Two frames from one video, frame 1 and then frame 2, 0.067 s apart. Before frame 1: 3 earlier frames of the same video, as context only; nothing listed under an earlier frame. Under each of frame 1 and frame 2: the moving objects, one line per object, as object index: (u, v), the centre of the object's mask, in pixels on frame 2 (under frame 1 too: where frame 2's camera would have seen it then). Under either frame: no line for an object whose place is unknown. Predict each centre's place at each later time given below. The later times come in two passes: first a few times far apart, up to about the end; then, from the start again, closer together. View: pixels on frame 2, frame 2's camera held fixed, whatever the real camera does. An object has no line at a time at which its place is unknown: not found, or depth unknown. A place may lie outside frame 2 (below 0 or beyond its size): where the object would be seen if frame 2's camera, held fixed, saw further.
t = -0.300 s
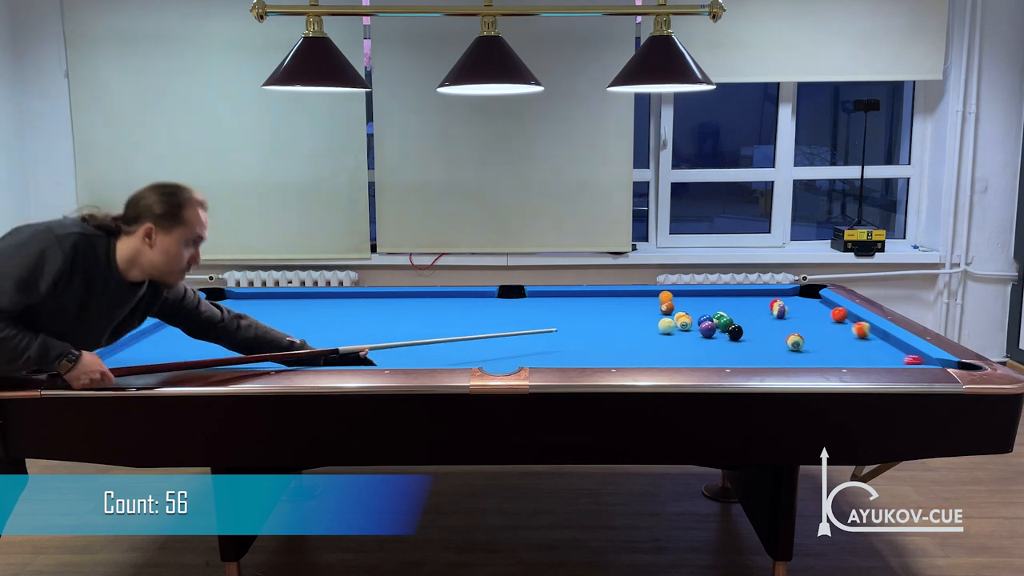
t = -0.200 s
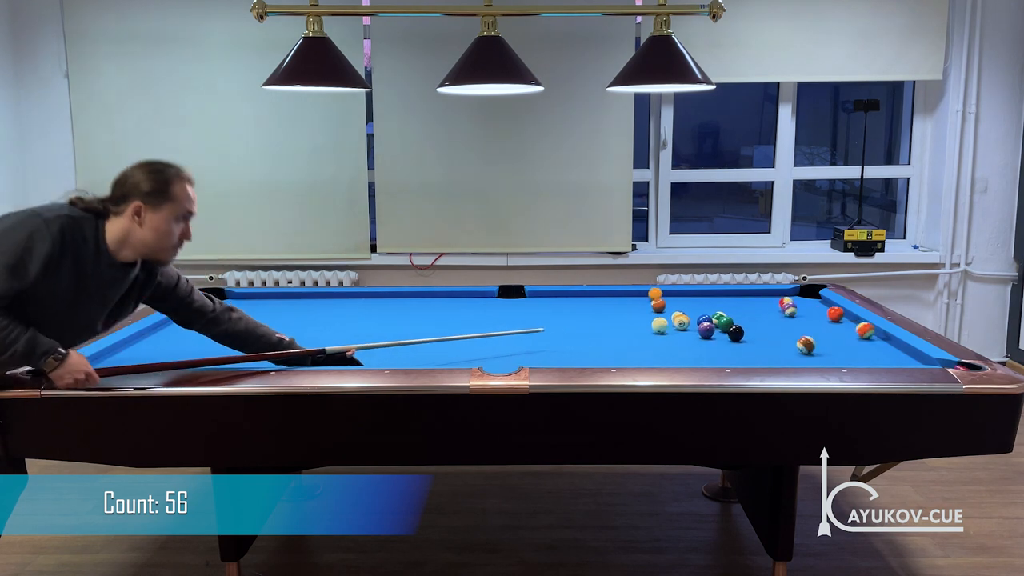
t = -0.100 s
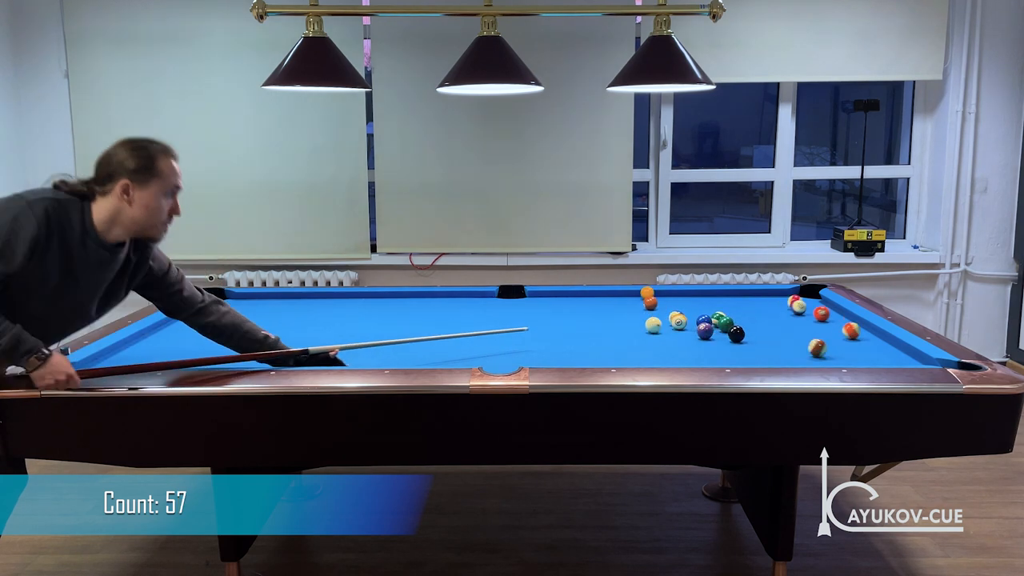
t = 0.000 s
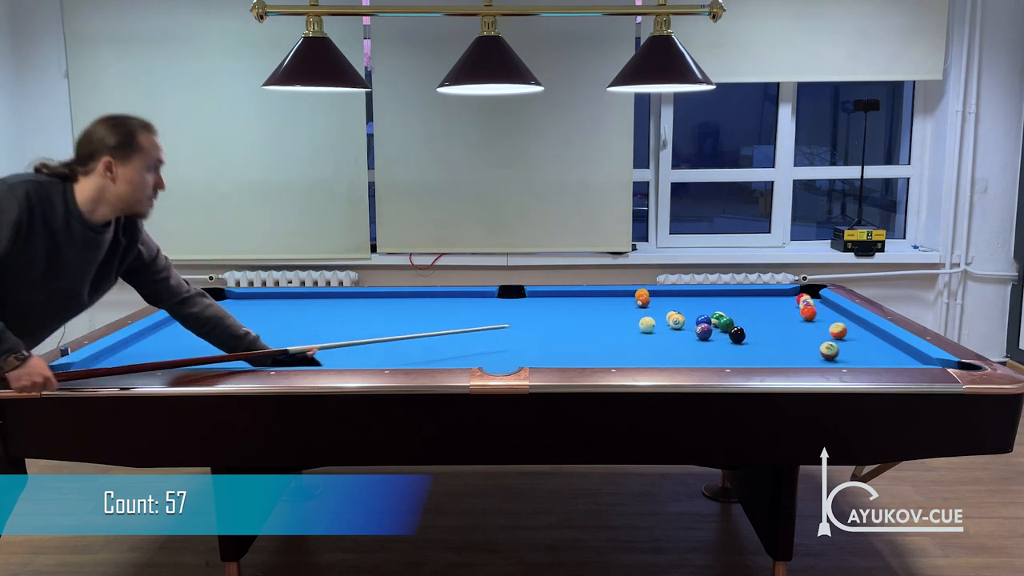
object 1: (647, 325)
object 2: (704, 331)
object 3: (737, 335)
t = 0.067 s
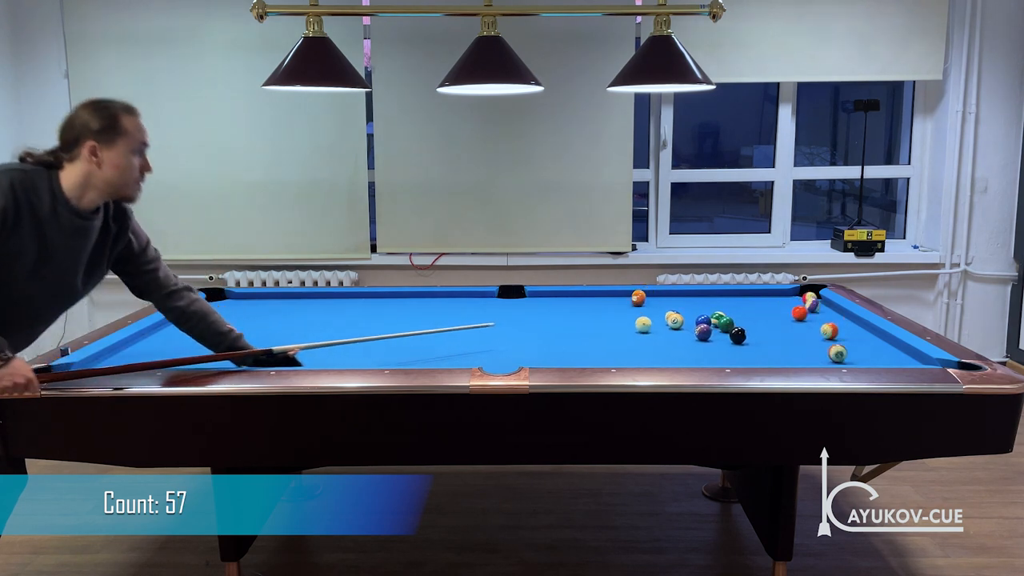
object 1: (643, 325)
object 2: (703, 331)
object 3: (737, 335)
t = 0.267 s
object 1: (632, 324)
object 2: (701, 333)
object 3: (739, 336)
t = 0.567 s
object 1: (618, 323)
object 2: (699, 334)
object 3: (742, 338)
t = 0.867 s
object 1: (605, 322)
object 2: (698, 336)
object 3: (743, 340)
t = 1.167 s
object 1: (595, 321)
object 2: (698, 337)
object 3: (744, 341)
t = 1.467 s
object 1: (586, 321)
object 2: (698, 337)
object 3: (744, 342)
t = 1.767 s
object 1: (580, 320)
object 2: (698, 337)
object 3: (744, 342)
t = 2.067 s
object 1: (575, 320)
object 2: (698, 337)
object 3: (745, 342)
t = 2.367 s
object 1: (573, 320)
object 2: (698, 337)
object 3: (745, 342)
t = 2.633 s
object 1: (572, 320)
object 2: (698, 337)
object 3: (745, 342)
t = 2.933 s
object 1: (571, 319)
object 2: (698, 337)
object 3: (745, 342)
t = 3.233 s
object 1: (571, 319)
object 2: (698, 337)
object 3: (745, 342)
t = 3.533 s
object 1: (571, 319)
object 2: (698, 337)
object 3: (745, 342)
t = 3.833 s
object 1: (571, 320)
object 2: (698, 337)
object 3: (745, 342)
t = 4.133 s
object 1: (571, 320)
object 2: (698, 337)
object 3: (745, 342)
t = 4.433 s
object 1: (571, 319)
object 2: (698, 337)
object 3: (745, 342)
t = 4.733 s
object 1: (571, 320)
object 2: (698, 337)
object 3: (745, 342)
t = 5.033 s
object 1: (571, 320)
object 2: (698, 337)
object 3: (745, 342)
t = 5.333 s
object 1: (571, 319)
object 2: (698, 337)
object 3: (745, 342)
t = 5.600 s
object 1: (571, 319)
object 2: (698, 337)
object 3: (745, 342)
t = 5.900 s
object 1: (571, 320)
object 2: (698, 337)
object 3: (745, 342)
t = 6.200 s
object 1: (571, 319)
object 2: (698, 337)
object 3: (745, 342)
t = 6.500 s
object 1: (571, 319)
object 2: (698, 337)
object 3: (745, 342)
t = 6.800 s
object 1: (571, 319)
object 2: (698, 337)
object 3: (745, 342)
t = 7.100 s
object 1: (571, 319)
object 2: (698, 337)
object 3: (745, 342)
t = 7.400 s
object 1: (571, 319)
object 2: (698, 337)
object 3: (745, 342)
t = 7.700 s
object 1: (571, 319)
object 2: (698, 337)
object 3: (745, 342)
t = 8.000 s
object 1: (571, 319)
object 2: (698, 337)
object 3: (745, 342)
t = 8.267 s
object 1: (571, 319)
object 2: (698, 337)
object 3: (745, 342)
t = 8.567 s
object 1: (571, 319)
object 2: (698, 337)
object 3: (745, 342)
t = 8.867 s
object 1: (571, 319)
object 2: (698, 337)
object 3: (745, 342)
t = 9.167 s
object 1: (571, 319)
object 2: (698, 337)
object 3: (745, 342)
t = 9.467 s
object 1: (571, 319)
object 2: (698, 337)
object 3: (745, 342)
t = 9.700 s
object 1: (571, 319)
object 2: (698, 337)
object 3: (745, 342)
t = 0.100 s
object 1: (641, 325)
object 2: (703, 332)
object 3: (738, 336)
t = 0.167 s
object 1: (637, 324)
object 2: (702, 332)
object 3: (738, 336)
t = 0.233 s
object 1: (634, 324)
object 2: (701, 332)
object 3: (739, 336)
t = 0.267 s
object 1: (632, 324)
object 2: (701, 333)
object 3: (739, 336)
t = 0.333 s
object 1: (629, 324)
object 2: (701, 333)
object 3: (740, 337)
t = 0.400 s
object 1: (625, 324)
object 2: (700, 333)
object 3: (740, 338)
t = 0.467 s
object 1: (622, 323)
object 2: (700, 334)
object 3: (741, 338)
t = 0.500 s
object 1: (620, 323)
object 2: (699, 334)
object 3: (741, 338)
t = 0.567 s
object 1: (618, 323)
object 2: (699, 334)
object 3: (742, 338)
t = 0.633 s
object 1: (615, 323)
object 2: (699, 335)
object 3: (742, 339)
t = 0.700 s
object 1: (612, 322)
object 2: (699, 335)
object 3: (742, 339)
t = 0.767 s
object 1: (609, 322)
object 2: (698, 336)
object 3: (743, 340)
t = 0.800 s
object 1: (608, 322)
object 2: (698, 336)
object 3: (743, 340)
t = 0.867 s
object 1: (605, 322)
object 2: (698, 336)
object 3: (743, 340)
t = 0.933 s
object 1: (603, 322)
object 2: (698, 336)
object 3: (743, 341)
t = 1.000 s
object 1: (600, 322)
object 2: (698, 337)
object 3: (744, 341)
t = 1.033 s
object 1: (599, 321)
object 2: (698, 337)
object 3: (744, 341)
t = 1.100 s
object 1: (597, 321)
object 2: (698, 337)
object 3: (744, 341)
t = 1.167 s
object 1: (595, 321)
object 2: (698, 337)
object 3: (744, 341)
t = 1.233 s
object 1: (593, 321)
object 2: (698, 337)
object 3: (744, 342)
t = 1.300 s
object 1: (591, 321)
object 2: (698, 337)
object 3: (744, 342)
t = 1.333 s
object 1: (590, 321)
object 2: (698, 337)
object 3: (744, 342)
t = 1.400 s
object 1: (588, 321)
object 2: (698, 337)
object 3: (744, 342)
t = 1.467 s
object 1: (586, 321)
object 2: (698, 337)
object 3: (744, 342)
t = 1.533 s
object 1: (584, 321)
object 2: (698, 337)
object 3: (744, 342)
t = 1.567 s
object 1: (584, 321)
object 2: (698, 337)
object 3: (744, 342)
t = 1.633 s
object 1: (582, 321)
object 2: (698, 337)
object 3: (744, 342)
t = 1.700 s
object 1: (581, 321)
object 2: (698, 337)
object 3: (744, 342)
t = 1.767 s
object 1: (580, 320)
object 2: (698, 337)
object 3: (744, 342)
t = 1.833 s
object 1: (579, 320)
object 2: (698, 337)
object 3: (745, 342)
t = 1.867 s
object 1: (578, 320)
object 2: (698, 337)
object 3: (745, 342)
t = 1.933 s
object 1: (577, 320)
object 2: (698, 337)
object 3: (745, 342)
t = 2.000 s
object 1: (576, 320)
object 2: (698, 337)
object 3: (745, 342)
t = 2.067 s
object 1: (575, 320)
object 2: (698, 337)
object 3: (745, 342)
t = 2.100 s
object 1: (575, 320)
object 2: (698, 337)
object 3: (745, 342)
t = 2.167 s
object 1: (574, 320)
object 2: (698, 337)
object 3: (745, 342)
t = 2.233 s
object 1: (573, 320)
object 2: (698, 337)
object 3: (745, 342)
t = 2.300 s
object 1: (573, 320)
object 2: (698, 337)
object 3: (745, 342)
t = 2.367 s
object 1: (573, 320)
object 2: (698, 337)
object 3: (745, 342)
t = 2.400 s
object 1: (572, 320)
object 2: (698, 337)
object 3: (745, 342)
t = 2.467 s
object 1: (572, 320)
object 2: (698, 337)
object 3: (745, 342)
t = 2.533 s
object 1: (572, 320)
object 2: (698, 337)
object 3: (745, 342)
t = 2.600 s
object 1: (572, 320)
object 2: (698, 337)
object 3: (745, 342)
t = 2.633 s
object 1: (572, 320)
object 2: (698, 337)
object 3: (745, 342)
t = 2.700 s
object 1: (572, 319)
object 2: (698, 337)
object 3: (745, 342)
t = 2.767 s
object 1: (571, 319)
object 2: (698, 337)
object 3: (745, 342)
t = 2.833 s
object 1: (571, 319)
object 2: (698, 337)
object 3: (745, 342)
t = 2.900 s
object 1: (571, 318)
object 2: (698, 337)
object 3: (745, 342)
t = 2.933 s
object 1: (571, 319)
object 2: (698, 337)
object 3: (745, 342)
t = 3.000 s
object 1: (571, 319)
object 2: (698, 337)
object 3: (745, 342)
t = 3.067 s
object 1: (571, 319)
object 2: (698, 337)
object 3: (745, 342)
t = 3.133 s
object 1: (571, 319)
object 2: (698, 337)
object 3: (745, 342)
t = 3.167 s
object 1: (571, 319)
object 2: (698, 337)
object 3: (745, 342)
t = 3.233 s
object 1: (571, 319)
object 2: (698, 337)
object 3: (745, 342)
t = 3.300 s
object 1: (571, 319)
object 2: (698, 337)
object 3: (745, 342)
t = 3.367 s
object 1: (571, 319)
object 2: (698, 337)
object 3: (745, 342)
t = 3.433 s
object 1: (571, 319)
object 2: (698, 337)
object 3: (745, 342)
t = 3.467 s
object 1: (571, 319)
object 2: (698, 337)
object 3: (745, 342)
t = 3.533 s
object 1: (571, 319)
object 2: (698, 337)
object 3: (745, 342)
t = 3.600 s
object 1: (571, 320)
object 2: (698, 337)
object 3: (745, 342)
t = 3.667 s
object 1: (571, 320)
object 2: (698, 337)
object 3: (745, 342)
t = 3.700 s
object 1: (571, 320)
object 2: (698, 337)
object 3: (745, 342)
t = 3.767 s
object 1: (571, 320)
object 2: (698, 337)
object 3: (745, 342)
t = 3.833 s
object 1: (571, 320)
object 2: (698, 337)
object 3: (745, 342)
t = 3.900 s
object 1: (571, 320)
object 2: (698, 337)
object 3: (745, 342)
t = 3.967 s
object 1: (571, 320)
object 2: (698, 337)
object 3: (745, 342)
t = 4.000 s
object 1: (571, 319)
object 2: (698, 337)
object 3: (745, 342)
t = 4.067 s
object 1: (571, 319)
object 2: (698, 337)
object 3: (745, 342)
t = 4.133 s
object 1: (571, 320)
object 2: (698, 337)
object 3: (745, 342)
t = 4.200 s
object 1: (571, 319)
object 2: (698, 337)
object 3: (745, 342)
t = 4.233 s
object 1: (571, 319)
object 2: (698, 337)
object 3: (745, 342)
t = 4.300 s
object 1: (571, 319)
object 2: (698, 337)
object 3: (745, 342)
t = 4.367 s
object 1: (571, 319)
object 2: (698, 337)
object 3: (745, 342)
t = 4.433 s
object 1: (571, 319)
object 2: (698, 337)
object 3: (745, 342)
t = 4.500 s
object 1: (571, 319)
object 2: (698, 337)
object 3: (745, 342)
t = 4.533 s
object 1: (571, 320)
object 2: (698, 337)
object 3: (745, 342)
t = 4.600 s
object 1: (571, 320)
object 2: (698, 337)
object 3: (745, 342)
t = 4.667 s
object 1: (571, 320)
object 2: (698, 337)
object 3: (745, 342)
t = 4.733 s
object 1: (571, 320)
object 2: (698, 337)
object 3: (745, 342)
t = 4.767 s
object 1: (571, 320)
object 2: (698, 337)
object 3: (745, 342)
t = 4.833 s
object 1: (571, 320)
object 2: (698, 337)
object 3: (745, 342)
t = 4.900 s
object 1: (571, 320)
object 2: (698, 337)
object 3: (745, 342)
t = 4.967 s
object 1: (571, 320)
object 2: (698, 337)
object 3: (745, 342)
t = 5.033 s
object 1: (571, 320)
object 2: (698, 337)
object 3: (745, 342)
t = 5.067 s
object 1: (571, 320)
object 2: (698, 337)
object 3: (745, 342)
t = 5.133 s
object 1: (571, 320)
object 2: (698, 337)
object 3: (745, 342)
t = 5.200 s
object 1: (571, 319)
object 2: (698, 337)
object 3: (745, 342)
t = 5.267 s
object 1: (571, 319)
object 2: (698, 337)
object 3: (745, 342)
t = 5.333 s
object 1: (571, 319)
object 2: (698, 337)
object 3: (745, 342)
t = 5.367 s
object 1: (571, 320)
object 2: (698, 337)
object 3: (745, 342)
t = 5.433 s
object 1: (571, 319)
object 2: (698, 337)
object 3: (745, 342)
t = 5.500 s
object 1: (571, 319)
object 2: (698, 337)
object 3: (745, 342)
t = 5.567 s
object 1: (571, 319)
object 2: (698, 337)
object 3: (745, 342)
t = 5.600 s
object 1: (571, 319)
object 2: (698, 337)
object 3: (745, 342)
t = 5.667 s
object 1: (571, 319)
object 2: (698, 337)
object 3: (745, 342)
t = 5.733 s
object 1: (571, 319)
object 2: (698, 337)
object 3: (745, 342)
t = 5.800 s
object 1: (571, 320)
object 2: (698, 337)
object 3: (745, 342)
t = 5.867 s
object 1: (571, 319)
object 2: (698, 337)
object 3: (745, 342)
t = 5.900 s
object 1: (571, 320)
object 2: (698, 337)
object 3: (745, 342)
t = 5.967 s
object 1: (571, 320)
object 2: (698, 337)
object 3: (745, 342)
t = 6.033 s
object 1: (571, 320)
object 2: (698, 337)
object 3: (745, 342)
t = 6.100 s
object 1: (571, 319)
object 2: (698, 337)
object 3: (745, 342)
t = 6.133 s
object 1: (571, 319)
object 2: (698, 337)
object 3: (745, 342)
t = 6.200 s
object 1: (571, 319)
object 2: (698, 337)
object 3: (745, 342)
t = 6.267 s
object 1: (571, 319)
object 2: (698, 337)
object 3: (745, 342)
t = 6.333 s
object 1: (571, 319)
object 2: (698, 337)
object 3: (745, 342)
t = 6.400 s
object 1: (571, 319)
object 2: (698, 337)
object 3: (745, 342)
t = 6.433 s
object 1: (571, 319)
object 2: (698, 337)
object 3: (745, 342)
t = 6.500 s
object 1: (571, 319)
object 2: (698, 337)
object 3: (745, 342)
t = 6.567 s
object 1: (571, 319)
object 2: (698, 337)
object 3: (745, 342)
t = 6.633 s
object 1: (571, 319)
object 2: (698, 337)
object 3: (745, 342)
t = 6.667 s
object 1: (571, 319)
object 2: (698, 337)
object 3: (745, 342)
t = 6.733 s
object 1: (571, 319)
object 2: (698, 337)
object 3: (745, 342)
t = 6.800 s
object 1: (571, 319)
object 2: (698, 337)
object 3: (745, 342)
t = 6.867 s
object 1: (571, 319)
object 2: (698, 337)
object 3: (745, 342)
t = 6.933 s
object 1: (571, 319)
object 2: (698, 337)
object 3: (745, 342)
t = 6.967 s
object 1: (571, 319)
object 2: (698, 337)
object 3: (745, 342)
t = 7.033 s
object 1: (571, 319)
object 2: (698, 337)
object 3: (745, 342)
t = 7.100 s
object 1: (571, 319)
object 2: (698, 337)
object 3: (745, 342)
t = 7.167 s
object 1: (571, 319)
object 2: (698, 337)
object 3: (745, 342)
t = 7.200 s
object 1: (571, 319)
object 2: (698, 337)
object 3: (745, 342)
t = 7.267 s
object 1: (571, 319)
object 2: (698, 337)
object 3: (745, 342)
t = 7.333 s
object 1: (571, 319)
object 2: (698, 337)
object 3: (745, 342)
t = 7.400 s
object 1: (571, 319)
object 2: (698, 337)
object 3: (745, 342)
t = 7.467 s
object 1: (571, 319)
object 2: (698, 337)
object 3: (745, 342)
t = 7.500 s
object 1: (571, 319)
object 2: (698, 337)
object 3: (745, 342)
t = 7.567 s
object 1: (571, 319)
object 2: (698, 337)
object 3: (745, 342)
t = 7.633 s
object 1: (571, 319)
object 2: (698, 337)
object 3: (745, 342)
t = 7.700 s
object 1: (571, 319)
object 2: (698, 337)
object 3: (745, 342)
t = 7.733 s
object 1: (571, 319)
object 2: (698, 337)
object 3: (745, 342)
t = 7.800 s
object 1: (571, 319)
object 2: (698, 337)
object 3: (745, 342)
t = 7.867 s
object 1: (571, 319)
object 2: (698, 337)
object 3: (745, 342)
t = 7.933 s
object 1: (571, 319)
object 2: (698, 337)
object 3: (745, 342)
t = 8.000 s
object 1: (571, 319)
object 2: (698, 337)
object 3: (745, 342)
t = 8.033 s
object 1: (571, 319)
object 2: (698, 337)
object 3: (745, 342)
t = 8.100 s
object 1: (571, 319)
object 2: (698, 337)
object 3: (745, 342)
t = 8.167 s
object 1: (571, 319)
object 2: (698, 337)
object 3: (745, 342)
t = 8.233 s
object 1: (571, 319)
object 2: (698, 337)
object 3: (745, 342)
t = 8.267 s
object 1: (571, 319)
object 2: (698, 337)
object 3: (745, 342)
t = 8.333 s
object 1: (571, 319)
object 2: (698, 337)
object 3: (745, 342)
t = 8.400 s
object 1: (571, 319)
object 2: (698, 337)
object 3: (745, 342)
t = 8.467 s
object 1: (571, 319)
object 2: (698, 337)
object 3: (745, 342)
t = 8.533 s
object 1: (571, 319)
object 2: (698, 337)
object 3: (745, 342)
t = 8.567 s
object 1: (571, 319)
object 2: (698, 337)
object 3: (745, 342)
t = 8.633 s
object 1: (571, 319)
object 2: (698, 337)
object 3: (745, 342)
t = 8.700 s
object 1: (571, 319)
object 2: (698, 337)
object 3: (745, 342)
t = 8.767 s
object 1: (571, 319)
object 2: (698, 337)
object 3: (745, 342)
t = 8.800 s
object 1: (571, 319)
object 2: (698, 337)
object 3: (745, 342)
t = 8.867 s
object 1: (571, 319)
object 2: (698, 337)
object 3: (745, 342)
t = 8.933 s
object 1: (571, 319)
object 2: (698, 337)
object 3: (745, 342)
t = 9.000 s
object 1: (571, 319)
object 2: (698, 337)
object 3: (745, 342)
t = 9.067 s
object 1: (571, 319)
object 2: (698, 337)
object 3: (745, 342)
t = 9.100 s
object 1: (571, 319)
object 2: (698, 337)
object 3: (745, 342)
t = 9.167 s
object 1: (571, 319)
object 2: (698, 337)
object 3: (745, 342)
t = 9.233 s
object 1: (571, 319)
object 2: (698, 337)
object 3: (745, 342)
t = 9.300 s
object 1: (571, 319)
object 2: (698, 337)
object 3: (745, 342)
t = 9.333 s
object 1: (571, 319)
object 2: (698, 337)
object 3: (745, 342)
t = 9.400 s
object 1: (571, 319)
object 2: (698, 337)
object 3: (745, 342)
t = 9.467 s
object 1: (571, 319)
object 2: (698, 337)
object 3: (745, 342)
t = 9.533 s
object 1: (571, 319)
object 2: (698, 337)
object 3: (745, 342)
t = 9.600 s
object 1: (571, 319)
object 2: (698, 337)
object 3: (745, 342)
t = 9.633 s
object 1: (571, 319)
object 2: (698, 337)
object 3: (745, 342)
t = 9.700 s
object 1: (571, 319)
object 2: (698, 337)
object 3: (745, 342)
